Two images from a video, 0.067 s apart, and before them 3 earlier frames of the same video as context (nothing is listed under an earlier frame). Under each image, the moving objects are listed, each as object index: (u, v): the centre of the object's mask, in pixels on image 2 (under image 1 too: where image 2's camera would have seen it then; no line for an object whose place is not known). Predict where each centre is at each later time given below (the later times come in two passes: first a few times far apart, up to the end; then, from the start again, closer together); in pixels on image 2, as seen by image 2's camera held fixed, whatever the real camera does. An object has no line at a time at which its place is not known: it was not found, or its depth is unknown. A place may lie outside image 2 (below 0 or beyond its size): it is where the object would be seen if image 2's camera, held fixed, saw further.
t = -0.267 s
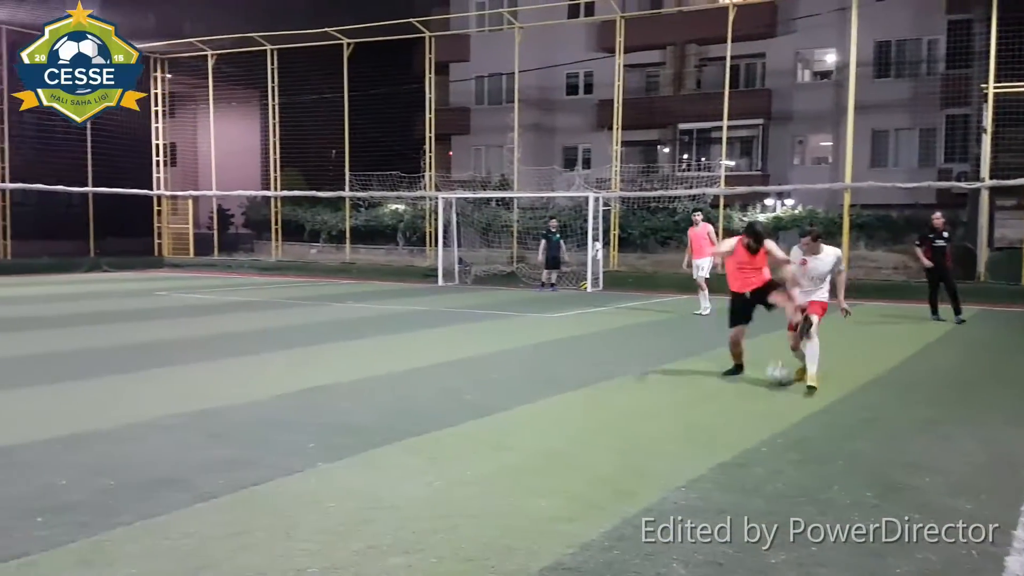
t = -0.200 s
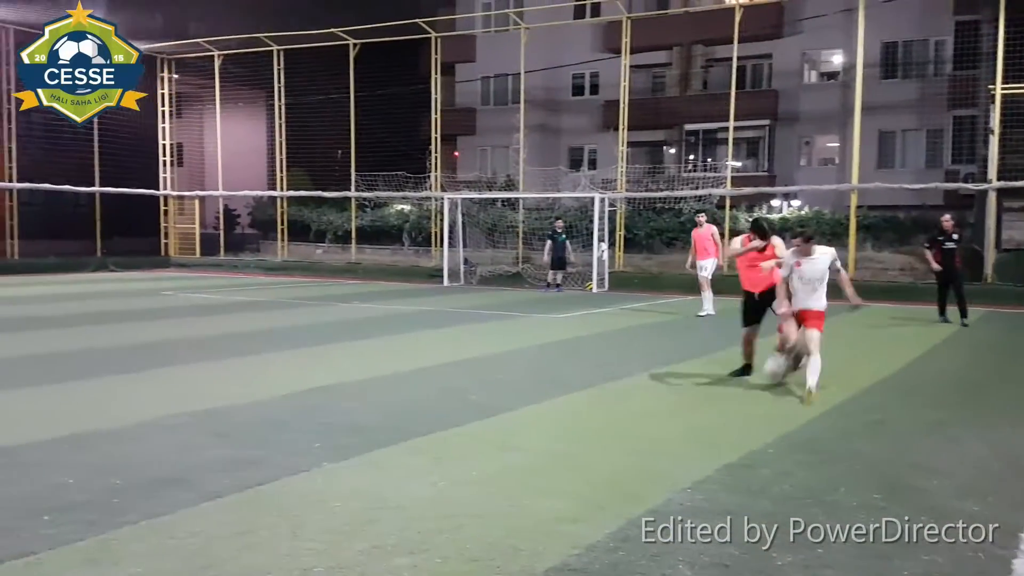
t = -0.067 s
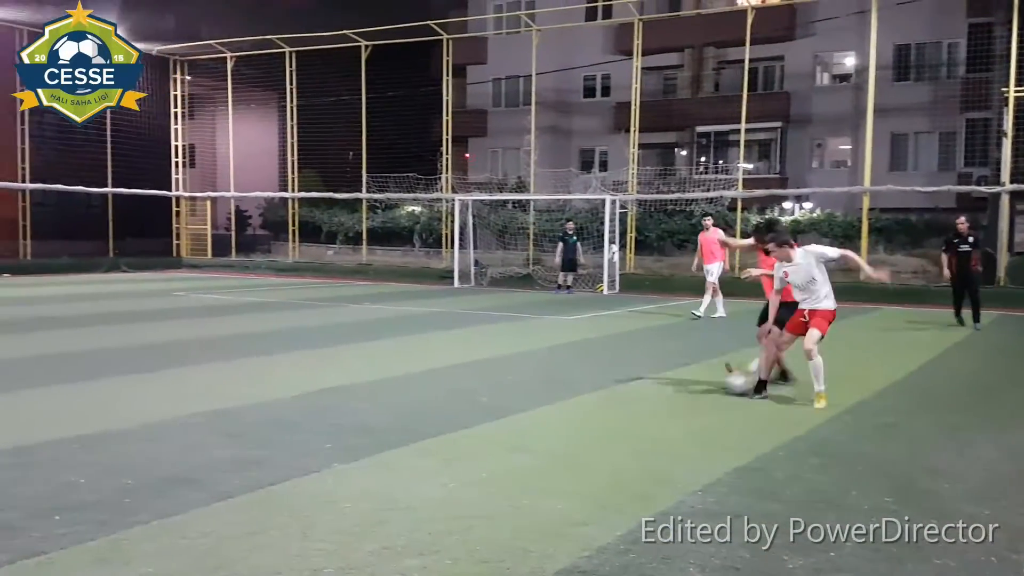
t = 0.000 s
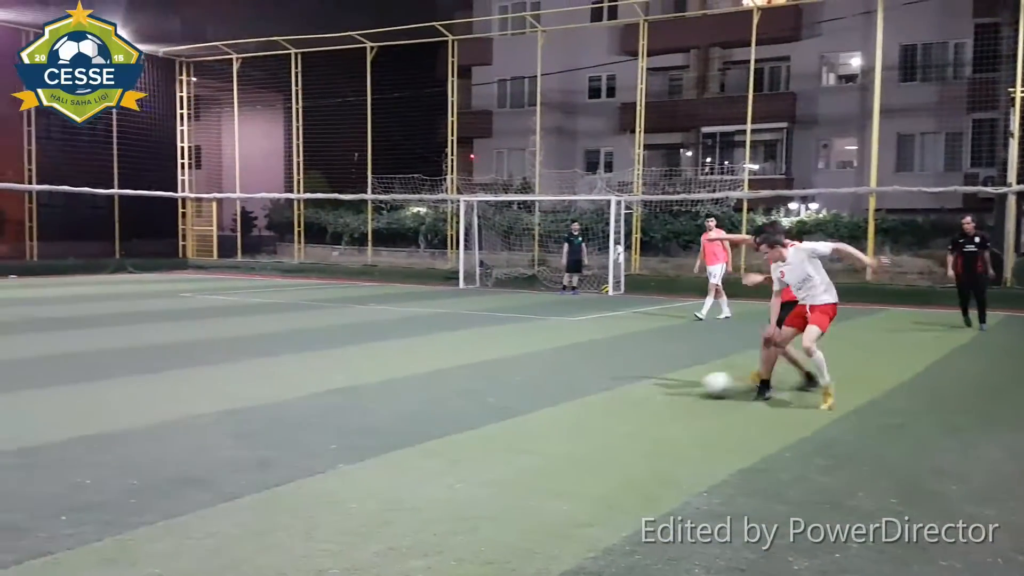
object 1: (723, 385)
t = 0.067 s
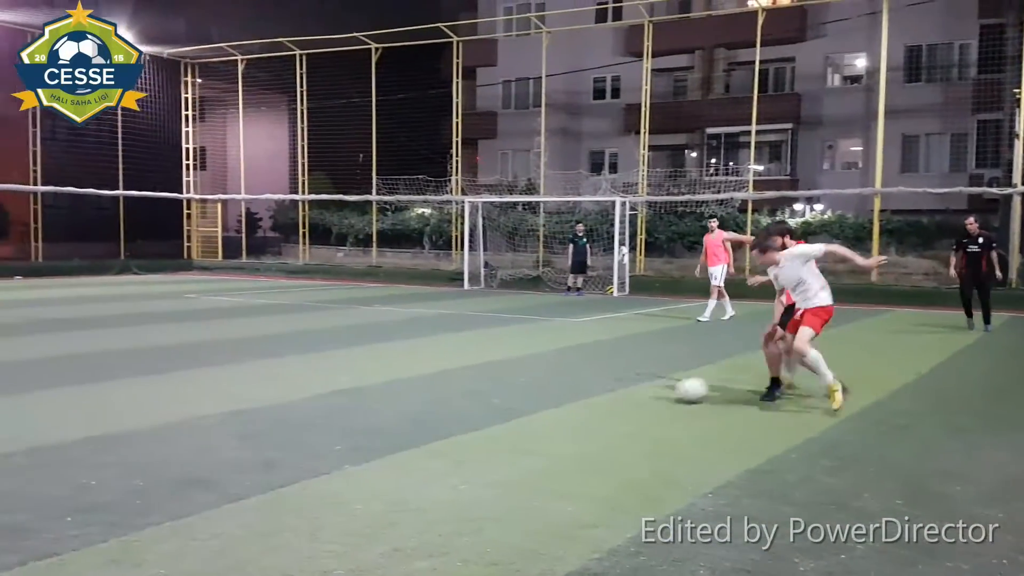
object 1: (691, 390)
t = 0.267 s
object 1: (614, 398)
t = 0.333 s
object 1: (590, 404)
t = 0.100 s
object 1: (678, 391)
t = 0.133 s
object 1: (664, 392)
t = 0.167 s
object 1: (649, 395)
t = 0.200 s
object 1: (637, 396)
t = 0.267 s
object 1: (614, 398)
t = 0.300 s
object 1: (601, 401)
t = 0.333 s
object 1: (590, 404)
